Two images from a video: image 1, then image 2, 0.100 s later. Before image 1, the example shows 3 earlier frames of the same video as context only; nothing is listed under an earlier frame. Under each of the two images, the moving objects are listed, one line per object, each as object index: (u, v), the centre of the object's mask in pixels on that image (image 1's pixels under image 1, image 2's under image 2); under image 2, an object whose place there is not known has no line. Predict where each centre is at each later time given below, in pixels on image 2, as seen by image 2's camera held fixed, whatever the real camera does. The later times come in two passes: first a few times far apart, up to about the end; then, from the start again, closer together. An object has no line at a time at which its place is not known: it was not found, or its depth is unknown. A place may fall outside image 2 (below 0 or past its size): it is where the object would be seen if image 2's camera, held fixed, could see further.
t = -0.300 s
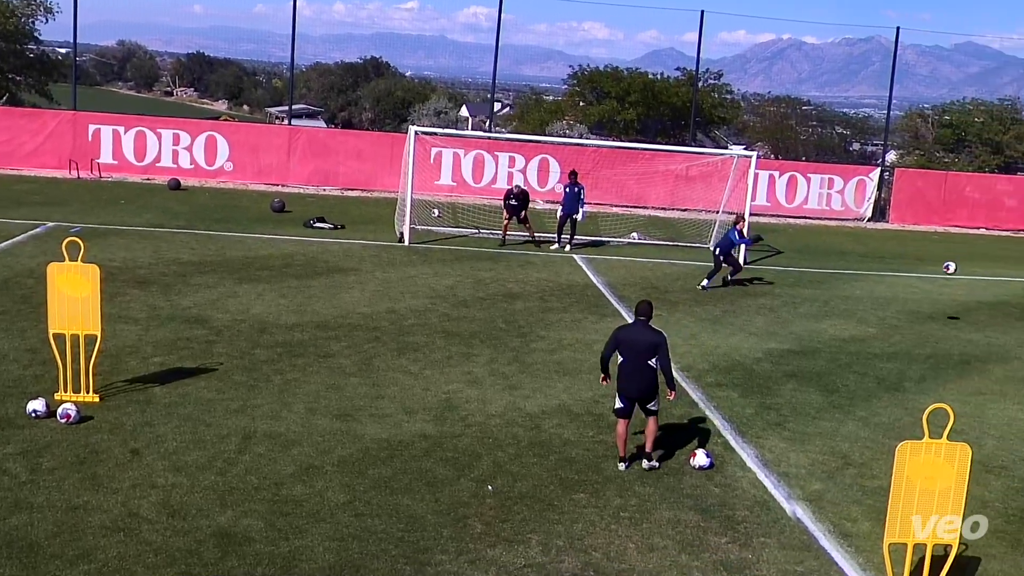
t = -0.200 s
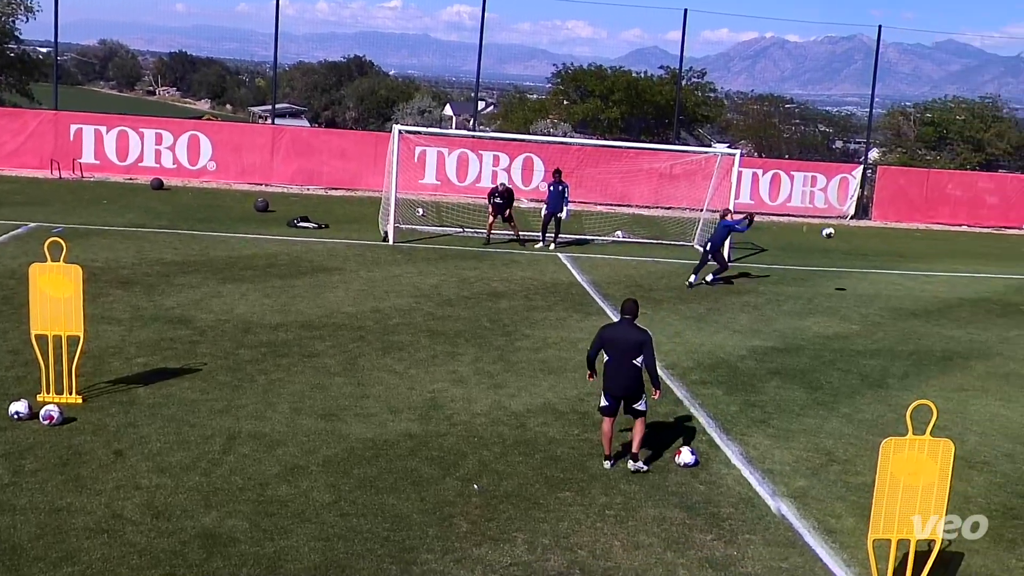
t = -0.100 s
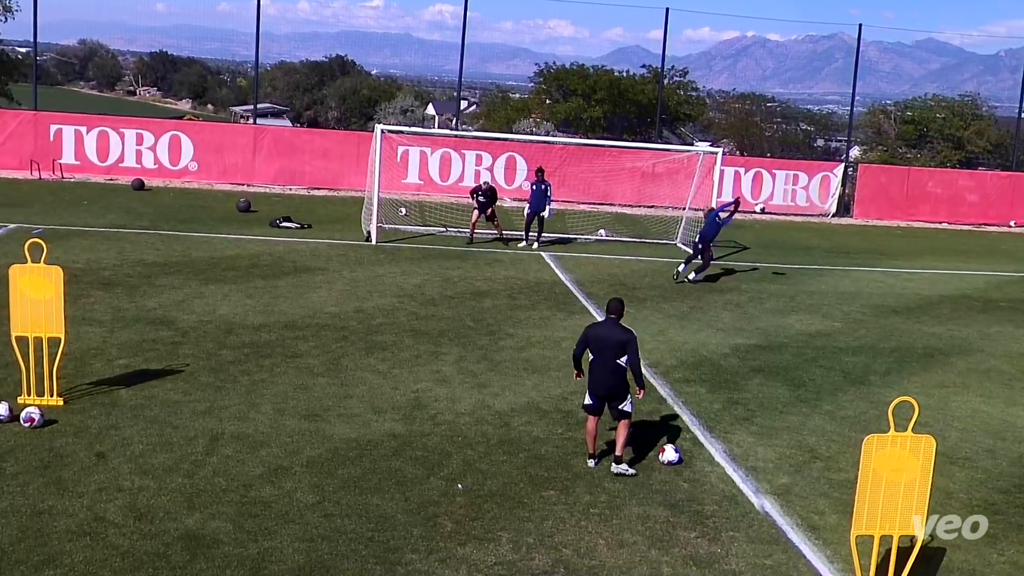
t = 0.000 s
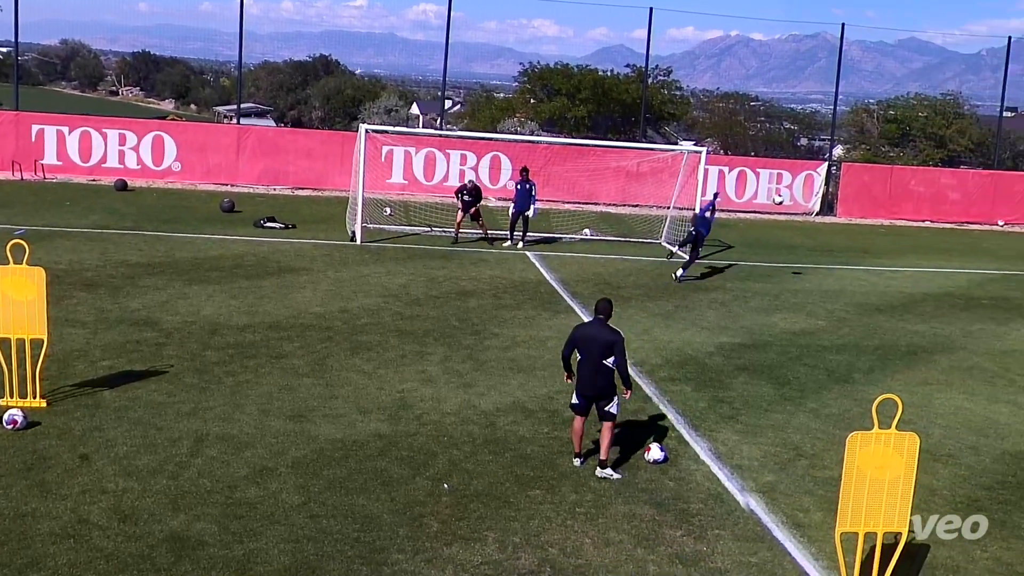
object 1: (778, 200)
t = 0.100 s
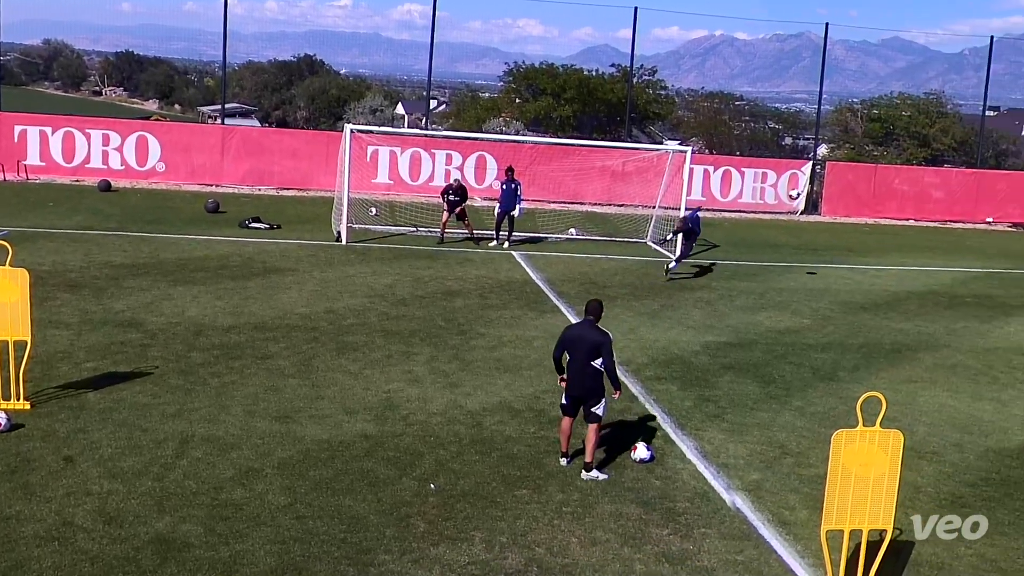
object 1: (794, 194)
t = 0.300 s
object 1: (850, 202)
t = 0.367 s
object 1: (868, 209)
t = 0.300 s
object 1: (850, 202)
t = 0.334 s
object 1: (858, 205)
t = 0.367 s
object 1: (868, 209)
